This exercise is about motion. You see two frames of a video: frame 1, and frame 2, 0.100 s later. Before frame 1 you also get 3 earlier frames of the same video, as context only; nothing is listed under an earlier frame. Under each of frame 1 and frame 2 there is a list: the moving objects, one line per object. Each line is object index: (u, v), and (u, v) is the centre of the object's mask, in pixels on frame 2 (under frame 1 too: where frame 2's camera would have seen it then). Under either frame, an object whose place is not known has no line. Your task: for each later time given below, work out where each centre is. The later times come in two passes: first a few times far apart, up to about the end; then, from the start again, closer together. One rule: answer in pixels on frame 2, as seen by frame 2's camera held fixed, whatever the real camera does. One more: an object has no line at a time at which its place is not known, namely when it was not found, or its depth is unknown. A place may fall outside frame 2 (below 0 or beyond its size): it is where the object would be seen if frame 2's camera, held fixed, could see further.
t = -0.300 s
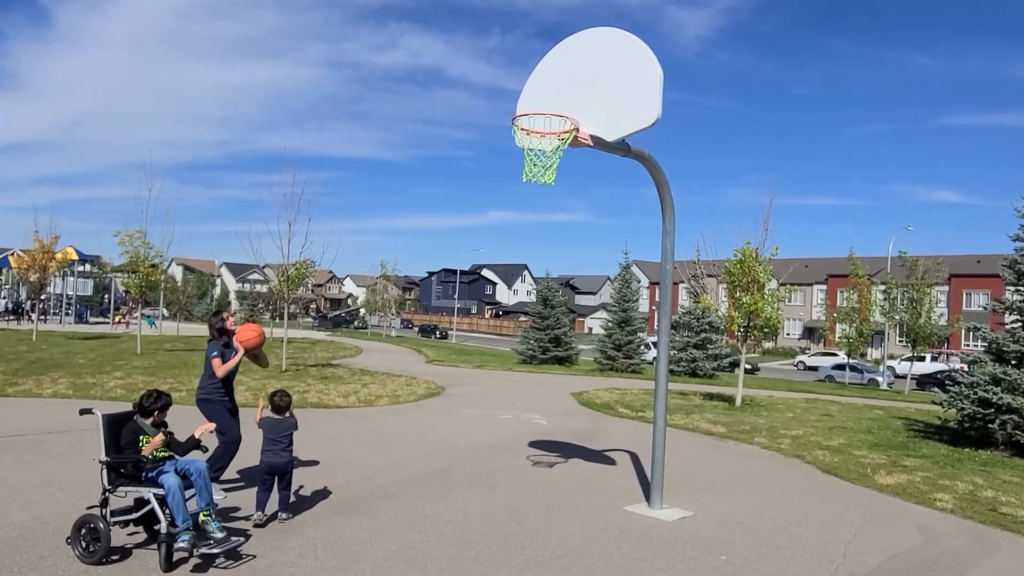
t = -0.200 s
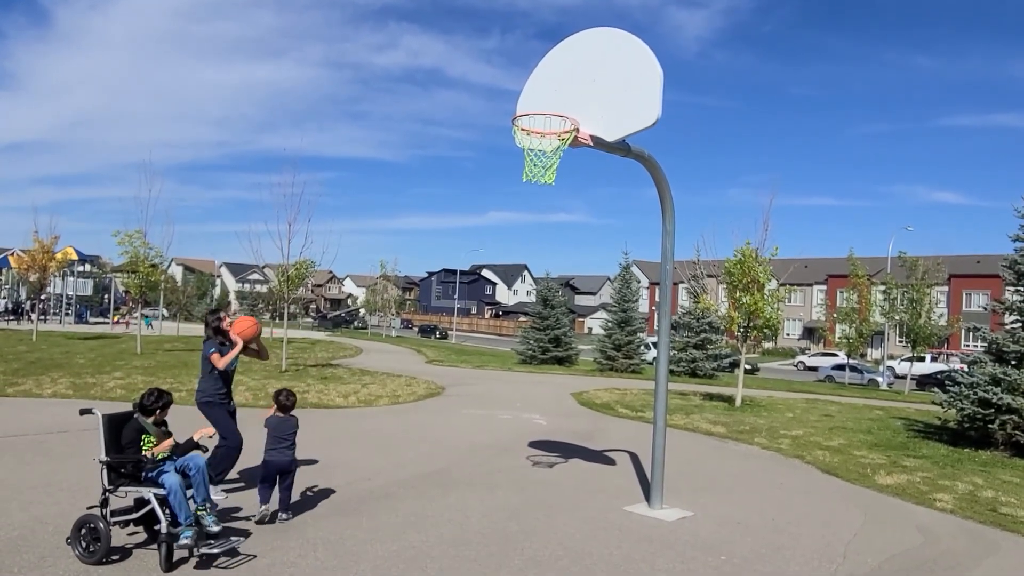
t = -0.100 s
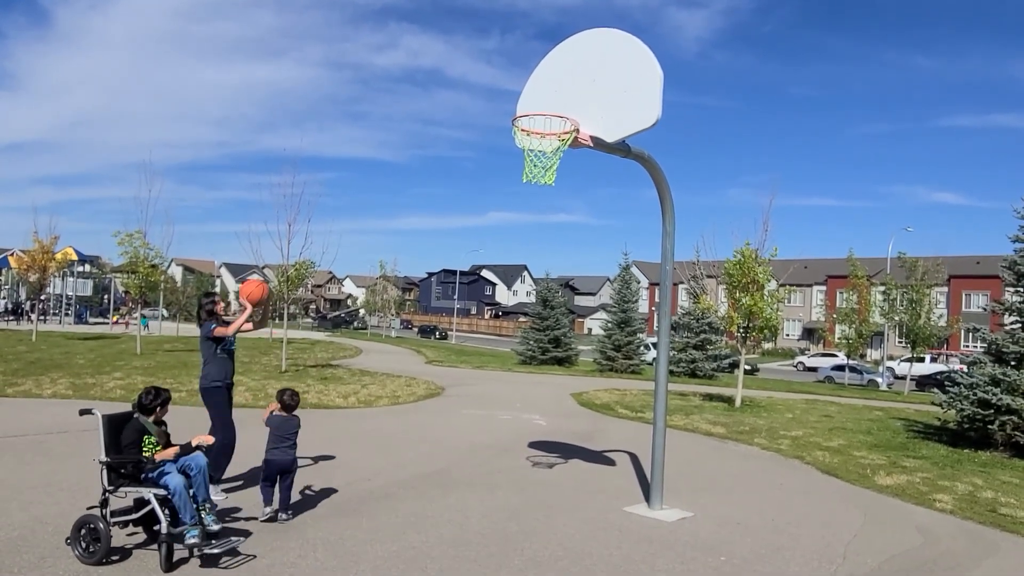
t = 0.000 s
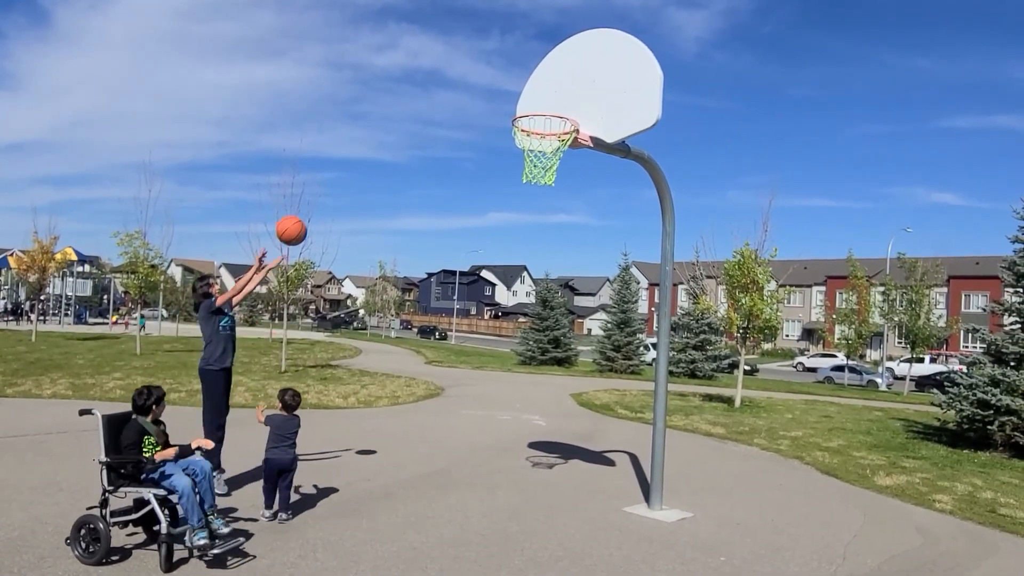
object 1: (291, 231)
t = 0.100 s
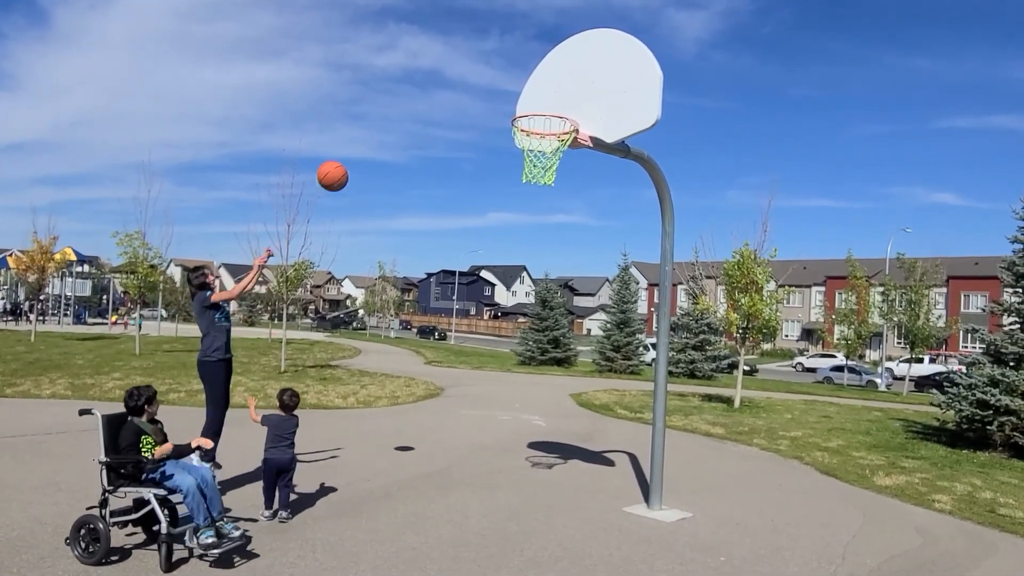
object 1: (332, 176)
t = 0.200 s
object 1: (374, 133)
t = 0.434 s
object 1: (473, 80)
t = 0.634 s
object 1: (560, 89)
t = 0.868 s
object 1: (604, 135)
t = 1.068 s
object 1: (613, 232)
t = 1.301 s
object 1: (622, 459)
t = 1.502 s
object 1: (629, 520)
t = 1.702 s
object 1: (631, 327)
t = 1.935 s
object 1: (628, 187)
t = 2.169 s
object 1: (617, 163)
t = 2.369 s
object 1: (596, 254)
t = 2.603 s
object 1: (562, 536)
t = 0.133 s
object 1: (346, 160)
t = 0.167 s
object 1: (360, 146)
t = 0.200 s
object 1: (374, 133)
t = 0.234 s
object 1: (388, 121)
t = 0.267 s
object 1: (402, 111)
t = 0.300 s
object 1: (416, 102)
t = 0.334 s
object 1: (430, 94)
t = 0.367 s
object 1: (445, 88)
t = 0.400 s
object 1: (459, 83)
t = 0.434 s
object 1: (473, 80)
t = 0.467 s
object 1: (488, 78)
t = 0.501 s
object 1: (502, 77)
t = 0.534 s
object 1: (517, 78)
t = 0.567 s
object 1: (531, 80)
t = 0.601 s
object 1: (546, 84)
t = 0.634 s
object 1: (560, 89)
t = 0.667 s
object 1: (575, 96)
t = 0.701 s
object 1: (590, 104)
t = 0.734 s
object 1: (598, 110)
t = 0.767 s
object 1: (599, 114)
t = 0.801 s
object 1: (601, 119)
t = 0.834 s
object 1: (602, 127)
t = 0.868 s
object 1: (604, 135)
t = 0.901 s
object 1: (605, 146)
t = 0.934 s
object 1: (607, 159)
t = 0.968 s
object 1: (608, 174)
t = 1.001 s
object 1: (610, 191)
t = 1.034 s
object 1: (611, 210)
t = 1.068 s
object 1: (613, 232)
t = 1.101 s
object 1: (614, 256)
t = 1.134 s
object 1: (616, 283)
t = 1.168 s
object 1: (617, 312)
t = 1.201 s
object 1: (618, 345)
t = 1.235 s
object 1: (619, 380)
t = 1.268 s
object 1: (620, 418)
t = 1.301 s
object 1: (622, 459)
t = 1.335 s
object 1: (623, 505)
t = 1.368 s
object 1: (625, 554)
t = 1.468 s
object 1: (628, 557)
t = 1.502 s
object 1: (629, 520)
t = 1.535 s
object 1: (629, 484)
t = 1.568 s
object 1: (630, 449)
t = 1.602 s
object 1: (631, 415)
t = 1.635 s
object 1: (631, 384)
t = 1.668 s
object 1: (631, 355)
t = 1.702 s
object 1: (631, 327)
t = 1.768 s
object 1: (631, 276)
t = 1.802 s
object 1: (631, 254)
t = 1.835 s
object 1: (630, 234)
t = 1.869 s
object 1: (630, 216)
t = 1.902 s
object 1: (629, 201)
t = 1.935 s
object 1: (628, 187)
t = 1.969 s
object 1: (628, 176)
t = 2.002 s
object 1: (627, 168)
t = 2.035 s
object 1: (626, 162)
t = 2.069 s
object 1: (624, 158)
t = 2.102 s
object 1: (622, 157)
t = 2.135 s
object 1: (620, 158)
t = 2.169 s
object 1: (617, 163)
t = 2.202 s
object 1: (614, 170)
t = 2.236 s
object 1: (611, 180)
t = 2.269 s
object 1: (607, 193)
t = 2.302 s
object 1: (604, 210)
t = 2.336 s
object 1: (600, 230)
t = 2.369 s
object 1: (596, 254)
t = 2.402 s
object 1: (591, 282)
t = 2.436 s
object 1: (587, 313)
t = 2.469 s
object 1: (582, 349)
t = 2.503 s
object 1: (577, 388)
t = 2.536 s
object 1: (571, 432)
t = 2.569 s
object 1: (567, 482)
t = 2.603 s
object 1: (562, 536)
